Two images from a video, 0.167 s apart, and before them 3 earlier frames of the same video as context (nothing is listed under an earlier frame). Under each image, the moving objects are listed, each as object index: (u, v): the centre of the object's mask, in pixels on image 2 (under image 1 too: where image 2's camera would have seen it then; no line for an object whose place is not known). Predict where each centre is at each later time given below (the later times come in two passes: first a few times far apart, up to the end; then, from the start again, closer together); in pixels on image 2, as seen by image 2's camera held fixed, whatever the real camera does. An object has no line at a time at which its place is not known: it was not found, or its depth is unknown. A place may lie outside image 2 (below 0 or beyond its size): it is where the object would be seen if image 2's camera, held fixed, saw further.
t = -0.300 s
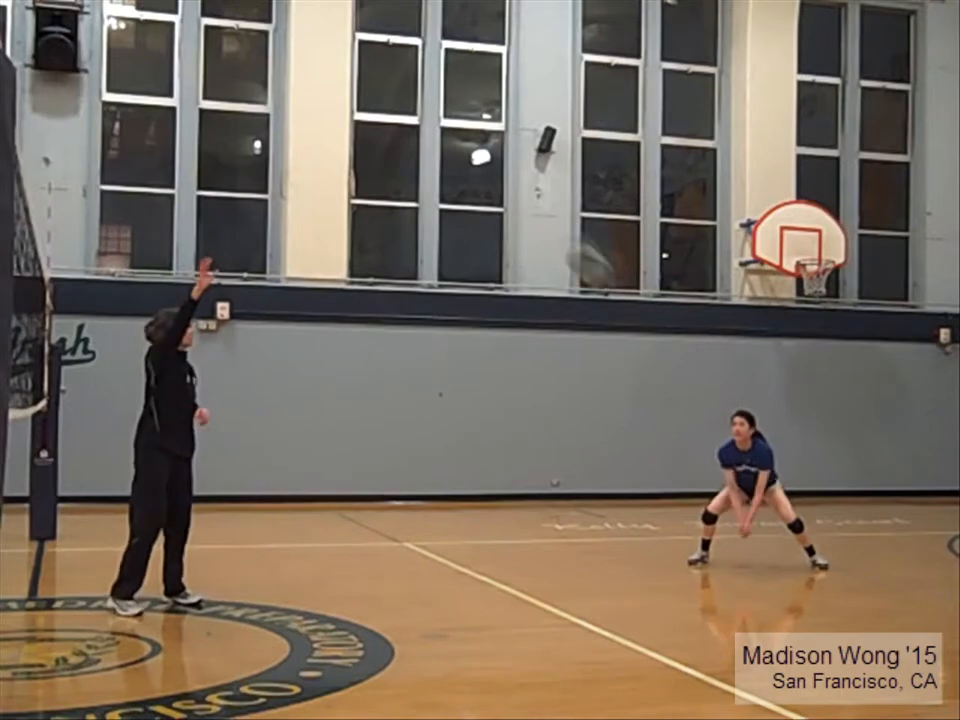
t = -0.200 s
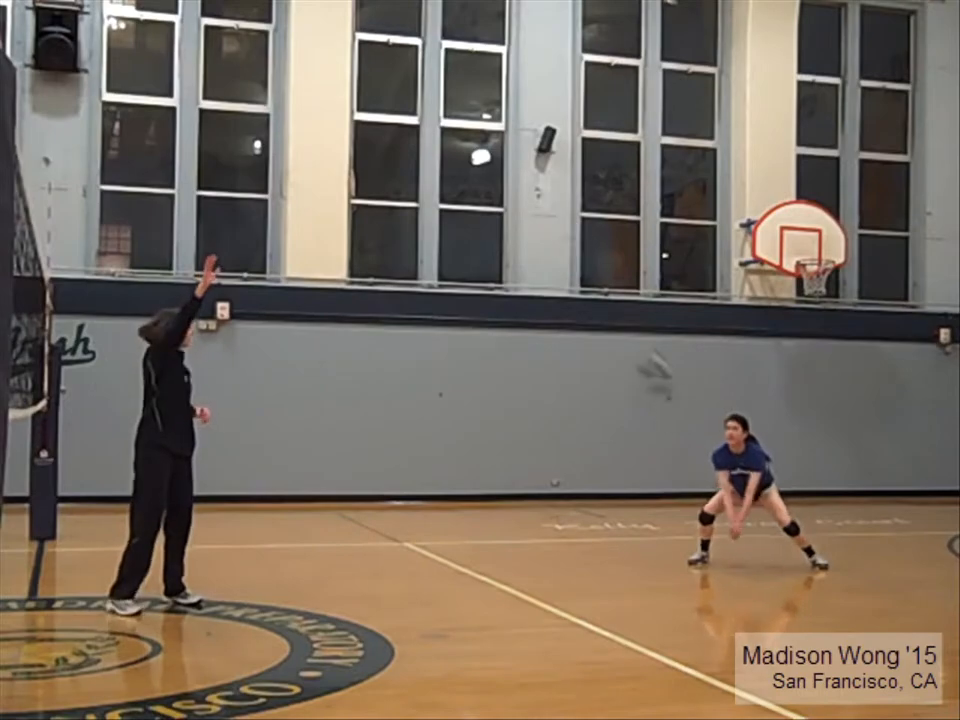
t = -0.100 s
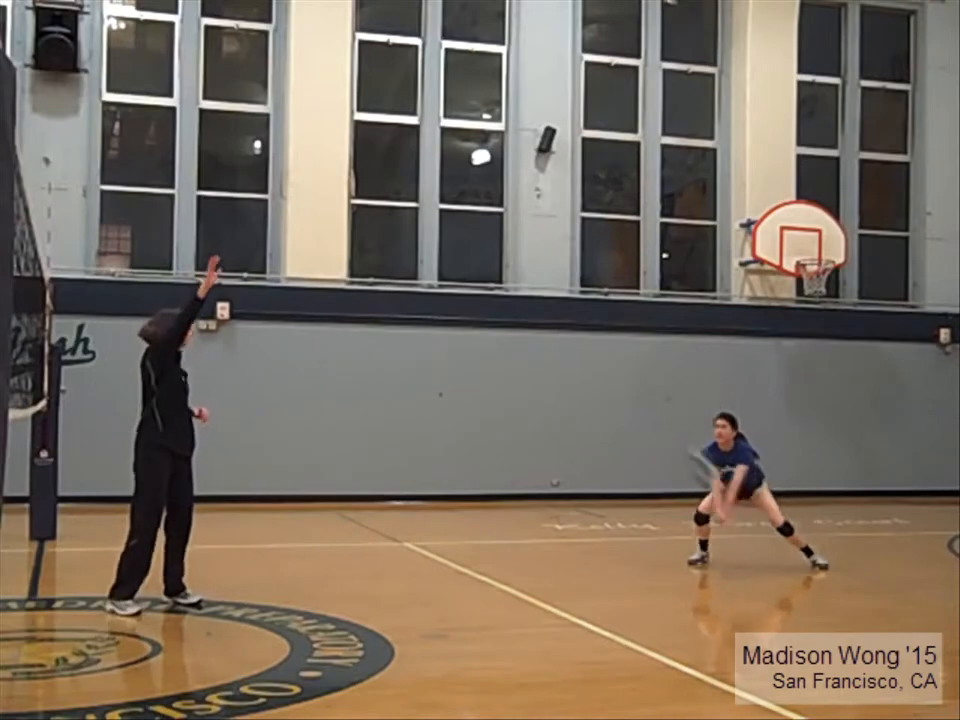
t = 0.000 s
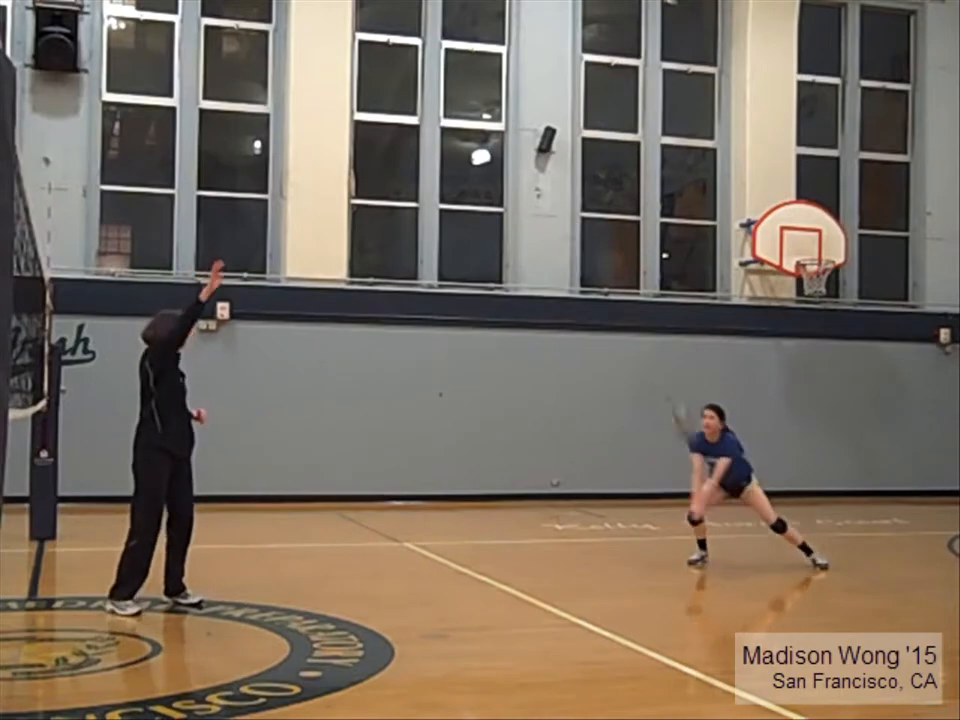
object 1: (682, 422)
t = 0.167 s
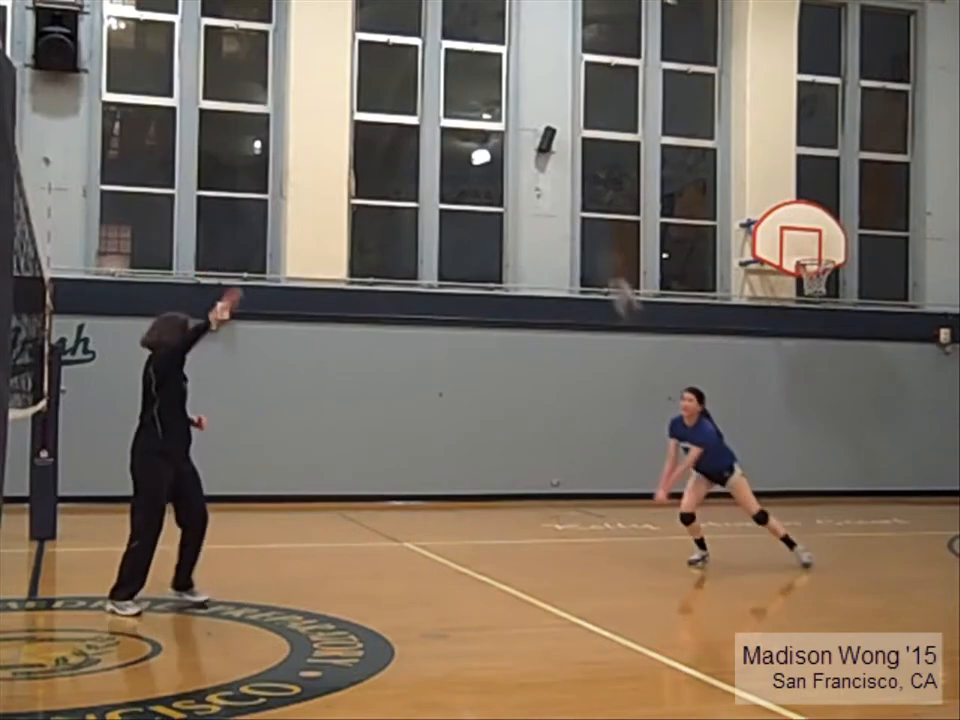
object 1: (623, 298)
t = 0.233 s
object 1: (599, 259)
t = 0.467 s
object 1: (504, 148)
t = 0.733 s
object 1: (398, 110)
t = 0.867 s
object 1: (336, 132)
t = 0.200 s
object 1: (610, 273)
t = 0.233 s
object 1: (599, 259)
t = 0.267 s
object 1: (589, 237)
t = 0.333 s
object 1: (561, 205)
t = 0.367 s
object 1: (548, 189)
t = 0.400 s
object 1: (537, 177)
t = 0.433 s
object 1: (521, 163)
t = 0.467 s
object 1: (504, 148)
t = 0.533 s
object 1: (482, 132)
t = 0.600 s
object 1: (454, 120)
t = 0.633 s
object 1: (441, 115)
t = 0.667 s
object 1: (425, 112)
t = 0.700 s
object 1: (411, 111)
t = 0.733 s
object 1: (398, 110)
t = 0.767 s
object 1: (383, 111)
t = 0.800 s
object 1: (368, 117)
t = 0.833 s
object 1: (351, 125)
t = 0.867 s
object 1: (336, 132)
